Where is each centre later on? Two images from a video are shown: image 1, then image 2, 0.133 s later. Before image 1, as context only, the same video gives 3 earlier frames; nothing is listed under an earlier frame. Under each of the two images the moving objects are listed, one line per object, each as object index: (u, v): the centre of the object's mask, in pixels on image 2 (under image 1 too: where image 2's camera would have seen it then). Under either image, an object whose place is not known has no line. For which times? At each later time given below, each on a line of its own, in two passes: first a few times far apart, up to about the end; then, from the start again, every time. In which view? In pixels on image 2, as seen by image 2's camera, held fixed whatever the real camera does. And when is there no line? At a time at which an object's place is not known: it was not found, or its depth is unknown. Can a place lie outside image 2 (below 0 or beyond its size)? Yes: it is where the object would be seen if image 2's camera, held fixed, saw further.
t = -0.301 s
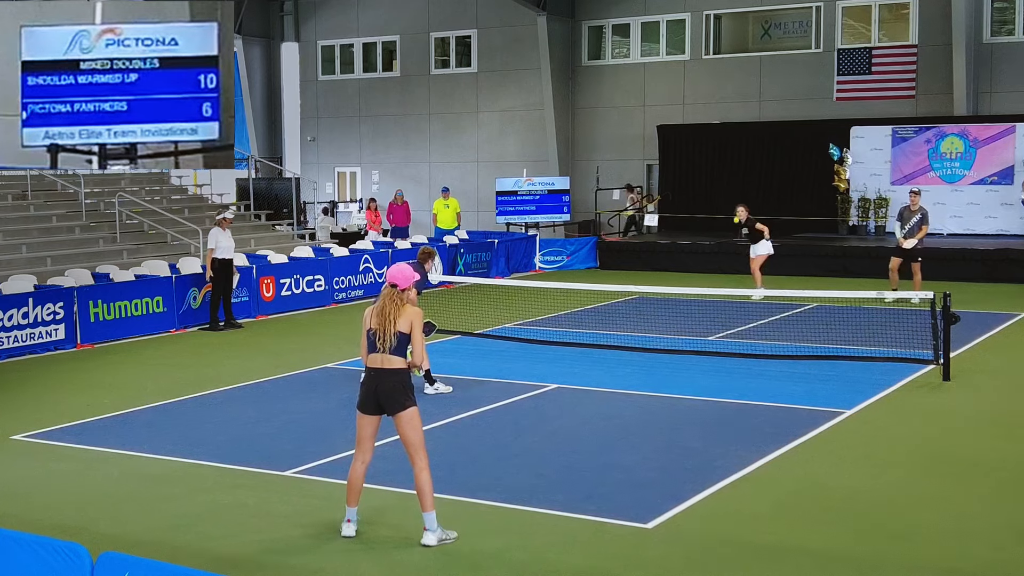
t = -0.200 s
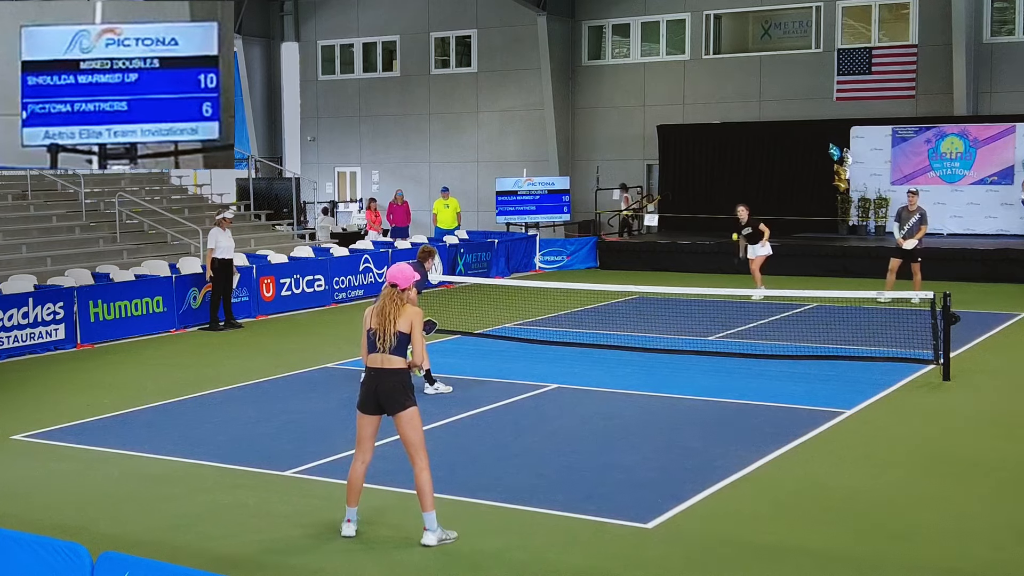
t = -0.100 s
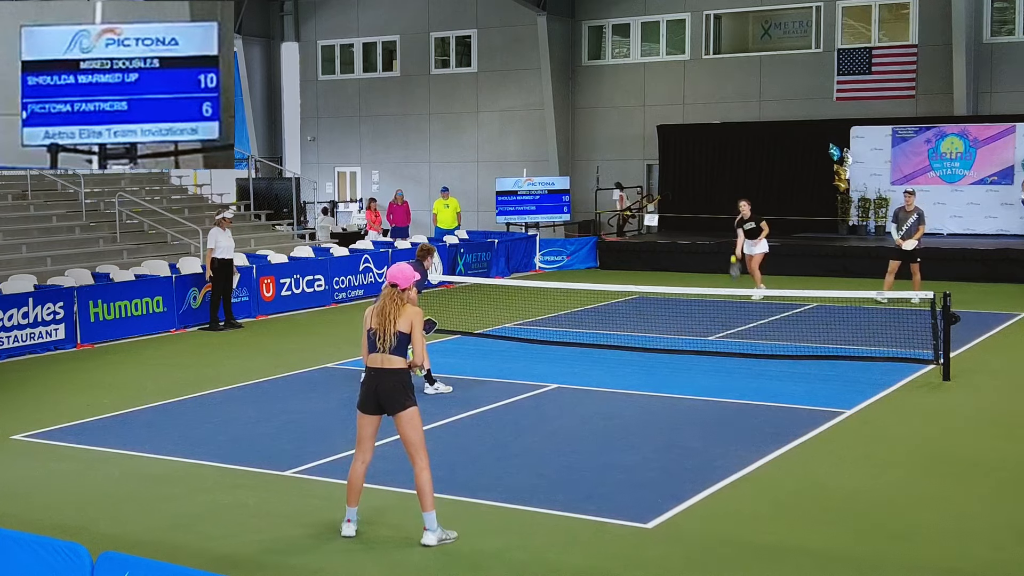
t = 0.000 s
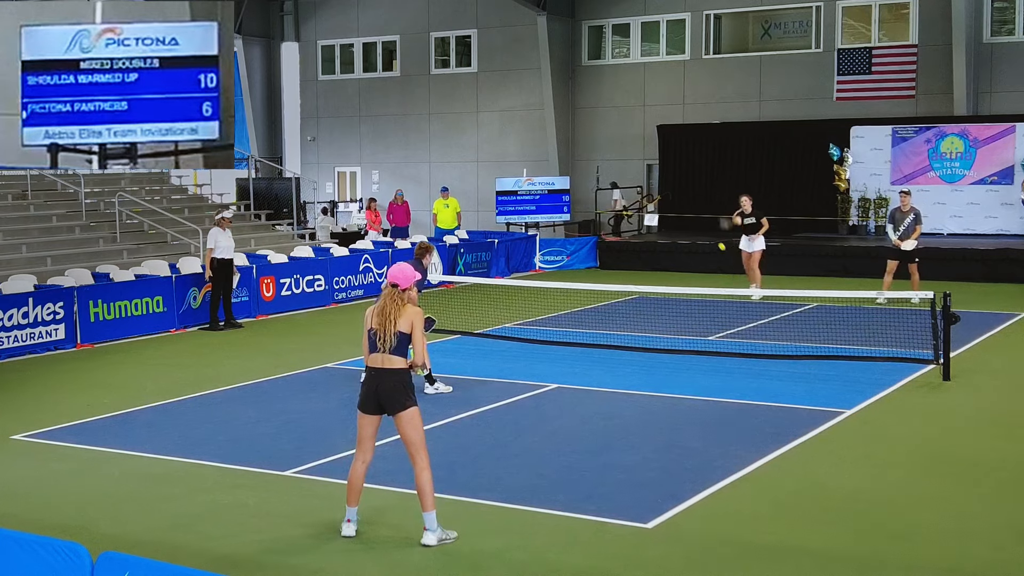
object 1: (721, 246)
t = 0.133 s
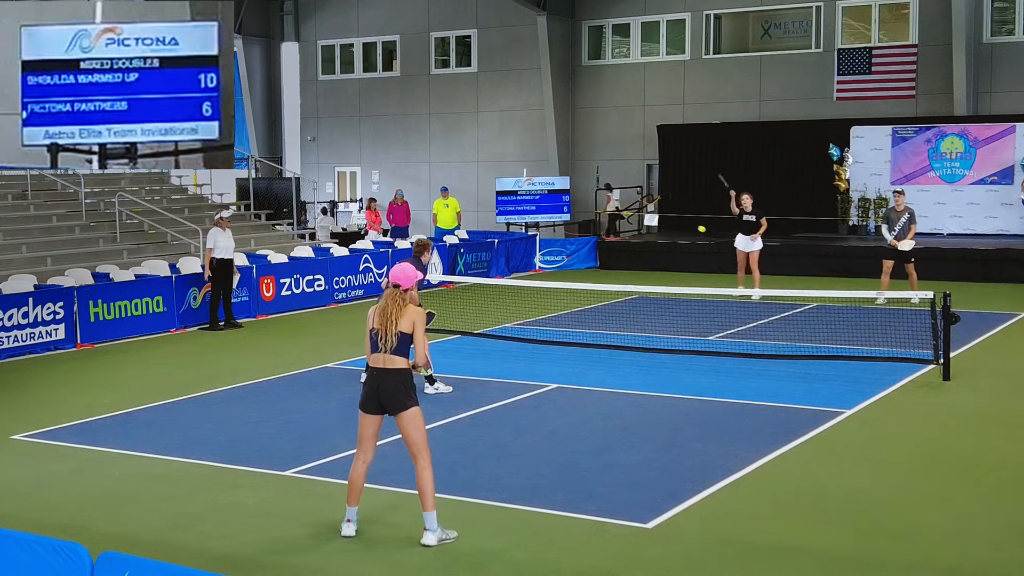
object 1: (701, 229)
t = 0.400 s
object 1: (654, 245)
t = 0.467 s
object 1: (640, 262)
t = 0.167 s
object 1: (696, 227)
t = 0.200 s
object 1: (691, 226)
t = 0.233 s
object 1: (685, 226)
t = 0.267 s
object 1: (679, 227)
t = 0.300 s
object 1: (673, 230)
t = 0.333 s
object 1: (667, 233)
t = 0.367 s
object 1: (661, 238)
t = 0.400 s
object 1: (654, 245)
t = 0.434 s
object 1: (647, 252)
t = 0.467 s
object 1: (640, 262)
